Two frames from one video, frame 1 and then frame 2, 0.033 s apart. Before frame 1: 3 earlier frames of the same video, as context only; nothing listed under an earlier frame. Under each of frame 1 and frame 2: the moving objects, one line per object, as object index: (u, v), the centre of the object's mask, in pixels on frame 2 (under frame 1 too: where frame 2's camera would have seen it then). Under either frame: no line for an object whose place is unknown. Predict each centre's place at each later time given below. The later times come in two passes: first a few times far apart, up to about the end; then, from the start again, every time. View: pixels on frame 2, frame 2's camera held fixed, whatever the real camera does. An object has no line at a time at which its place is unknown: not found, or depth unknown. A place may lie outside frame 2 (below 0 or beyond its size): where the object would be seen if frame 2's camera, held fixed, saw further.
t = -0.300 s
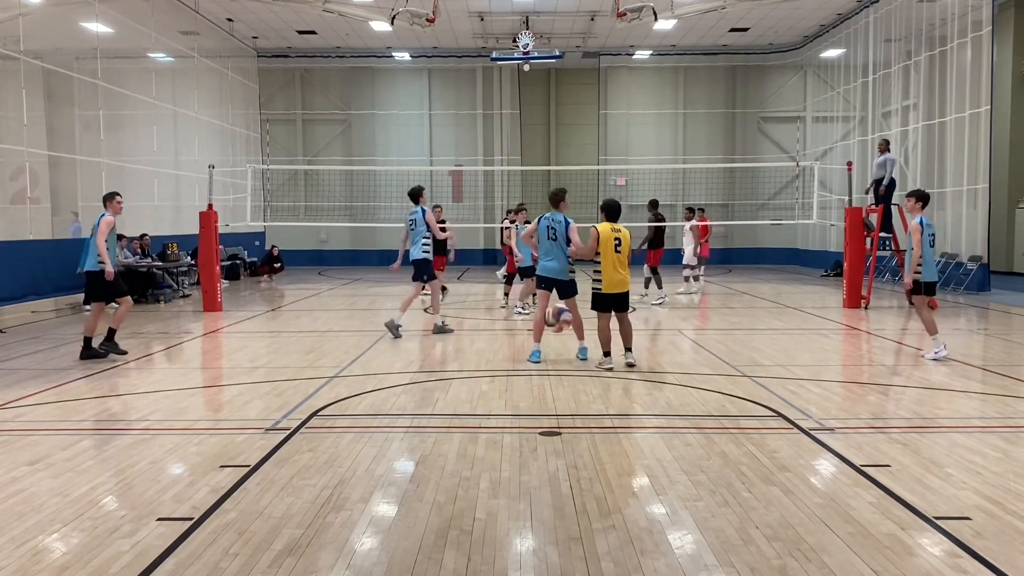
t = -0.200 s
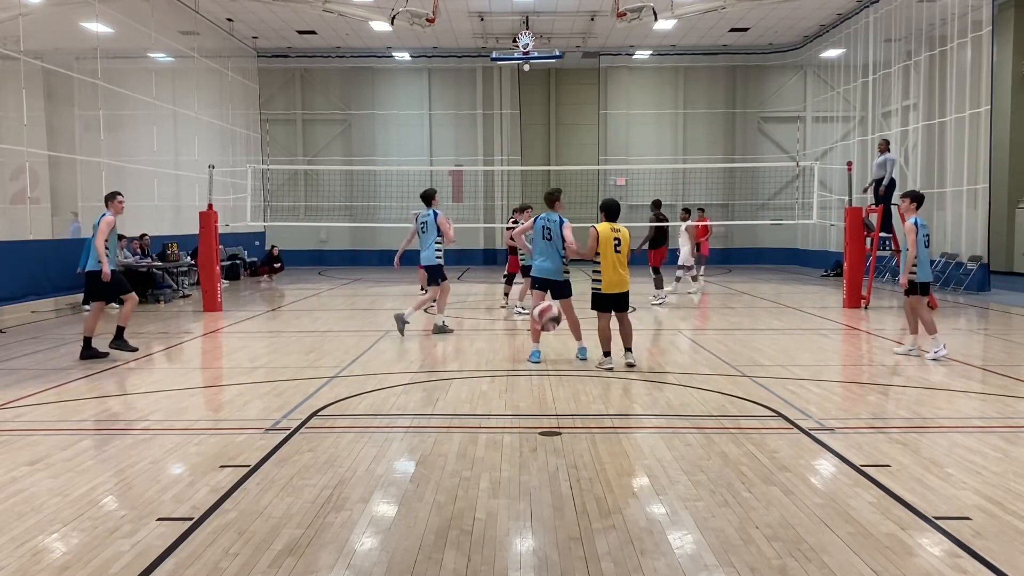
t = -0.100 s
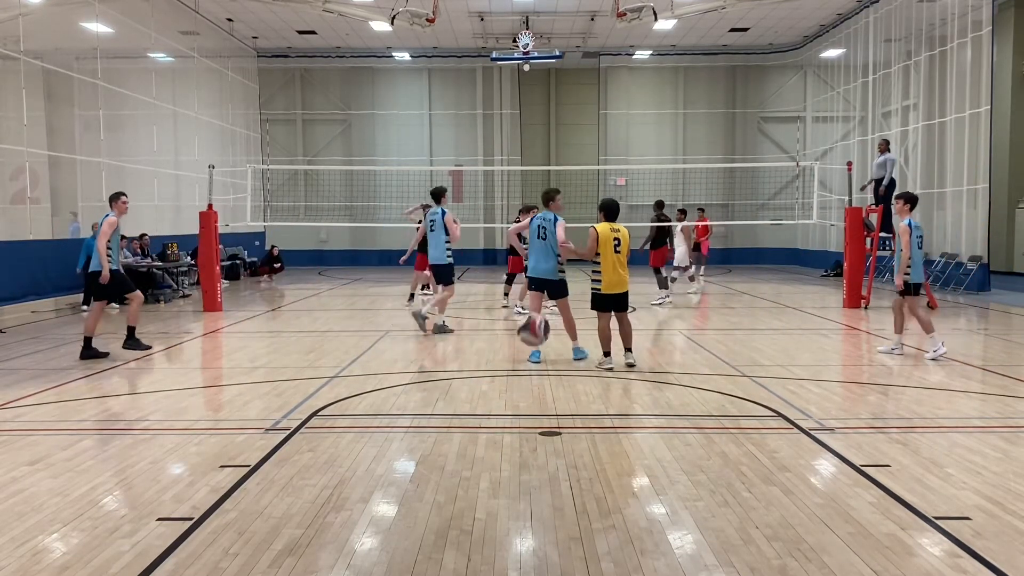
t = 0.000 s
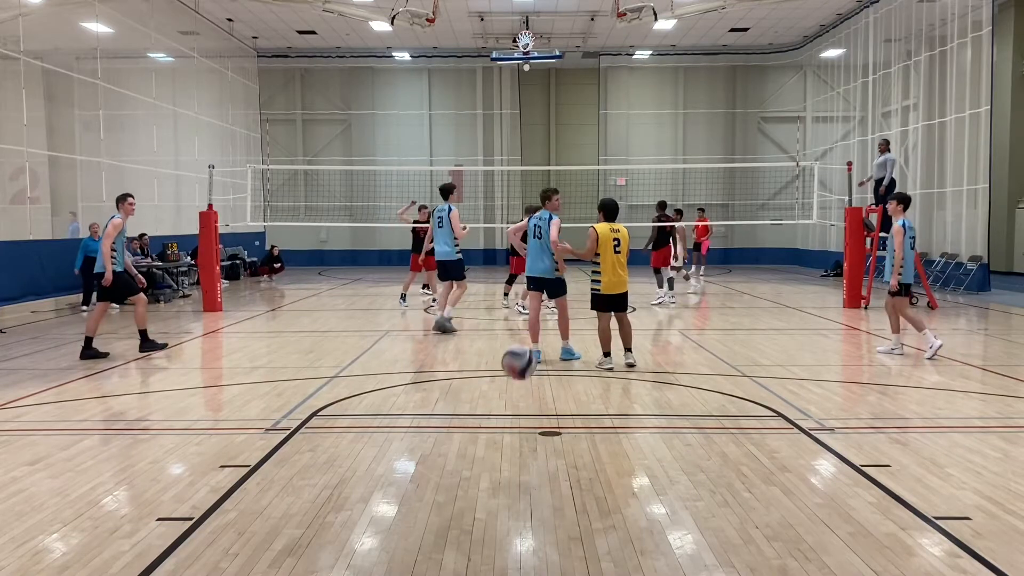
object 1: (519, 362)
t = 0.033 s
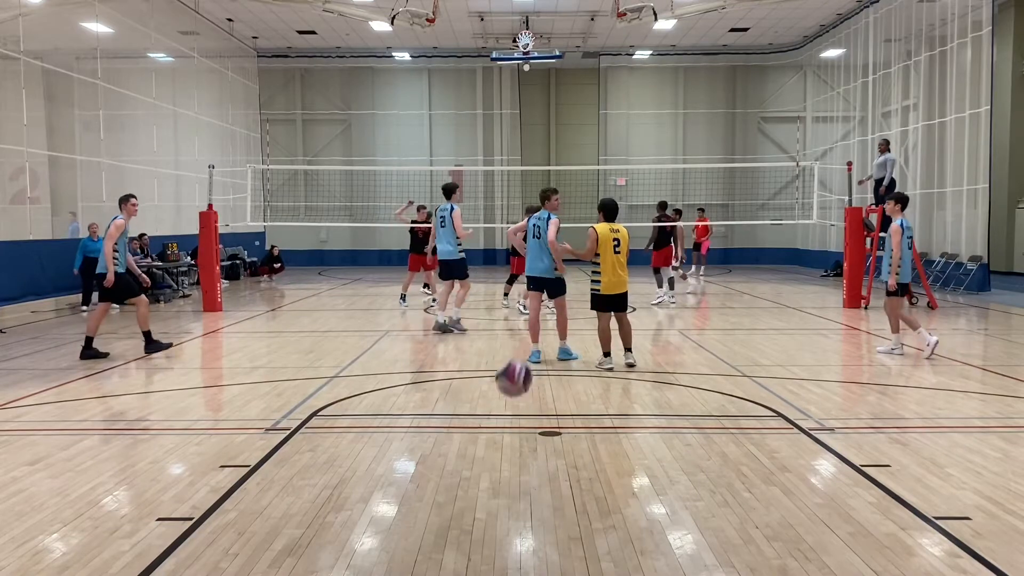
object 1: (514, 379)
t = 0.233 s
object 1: (476, 498)
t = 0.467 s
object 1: (414, 456)
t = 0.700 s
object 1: (304, 562)
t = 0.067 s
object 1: (508, 397)
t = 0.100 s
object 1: (502, 418)
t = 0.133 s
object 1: (496, 444)
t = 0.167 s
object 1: (490, 473)
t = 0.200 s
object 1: (483, 508)
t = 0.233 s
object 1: (476, 498)
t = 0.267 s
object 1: (469, 486)
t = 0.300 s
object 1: (461, 475)
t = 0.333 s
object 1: (453, 467)
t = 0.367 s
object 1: (444, 461)
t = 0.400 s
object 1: (435, 456)
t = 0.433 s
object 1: (425, 455)
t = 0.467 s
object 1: (414, 456)
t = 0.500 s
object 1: (402, 461)
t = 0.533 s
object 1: (389, 468)
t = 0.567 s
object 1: (375, 482)
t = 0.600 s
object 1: (359, 498)
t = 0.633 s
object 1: (342, 521)
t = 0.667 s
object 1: (323, 546)
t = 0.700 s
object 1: (304, 562)
